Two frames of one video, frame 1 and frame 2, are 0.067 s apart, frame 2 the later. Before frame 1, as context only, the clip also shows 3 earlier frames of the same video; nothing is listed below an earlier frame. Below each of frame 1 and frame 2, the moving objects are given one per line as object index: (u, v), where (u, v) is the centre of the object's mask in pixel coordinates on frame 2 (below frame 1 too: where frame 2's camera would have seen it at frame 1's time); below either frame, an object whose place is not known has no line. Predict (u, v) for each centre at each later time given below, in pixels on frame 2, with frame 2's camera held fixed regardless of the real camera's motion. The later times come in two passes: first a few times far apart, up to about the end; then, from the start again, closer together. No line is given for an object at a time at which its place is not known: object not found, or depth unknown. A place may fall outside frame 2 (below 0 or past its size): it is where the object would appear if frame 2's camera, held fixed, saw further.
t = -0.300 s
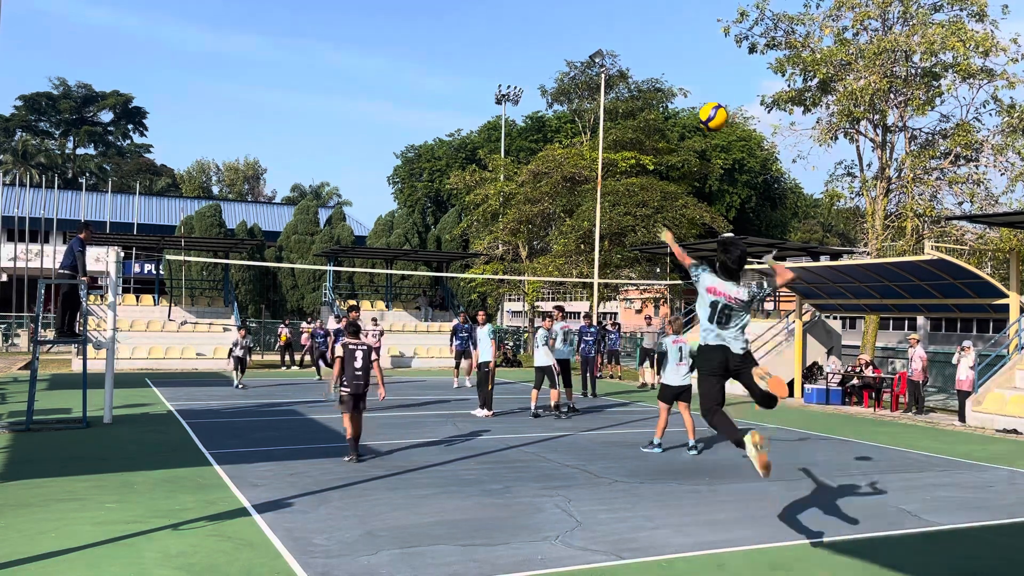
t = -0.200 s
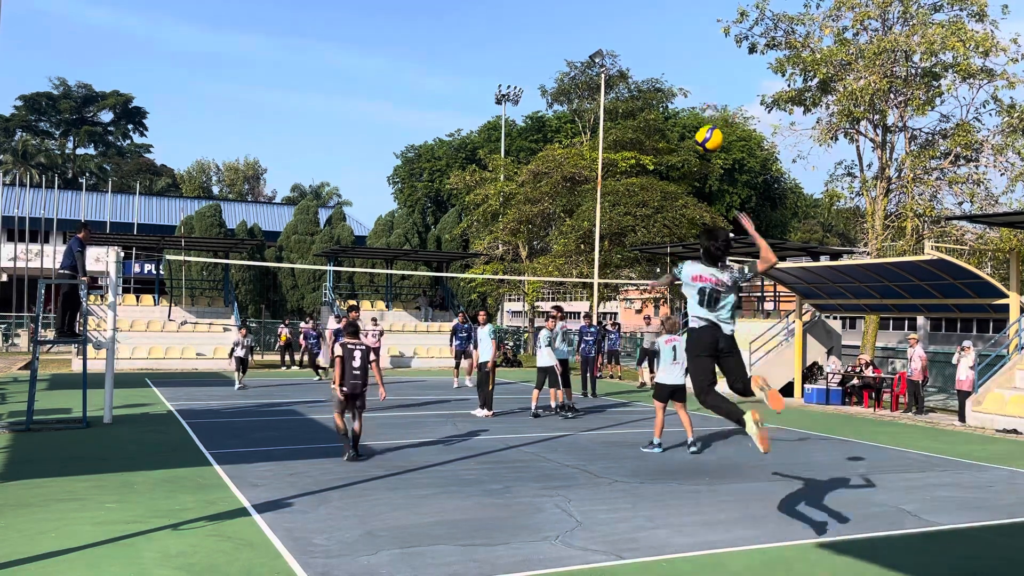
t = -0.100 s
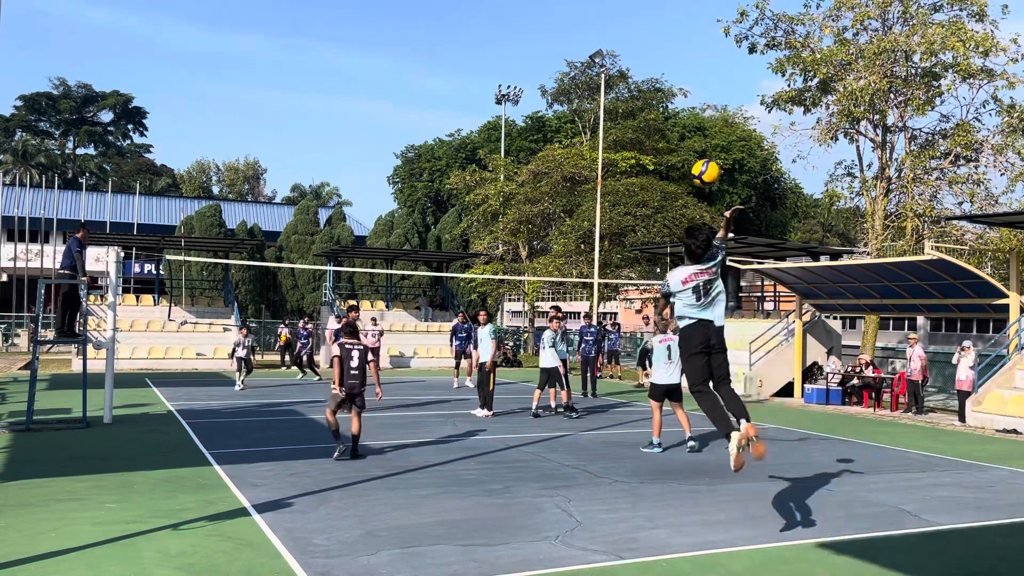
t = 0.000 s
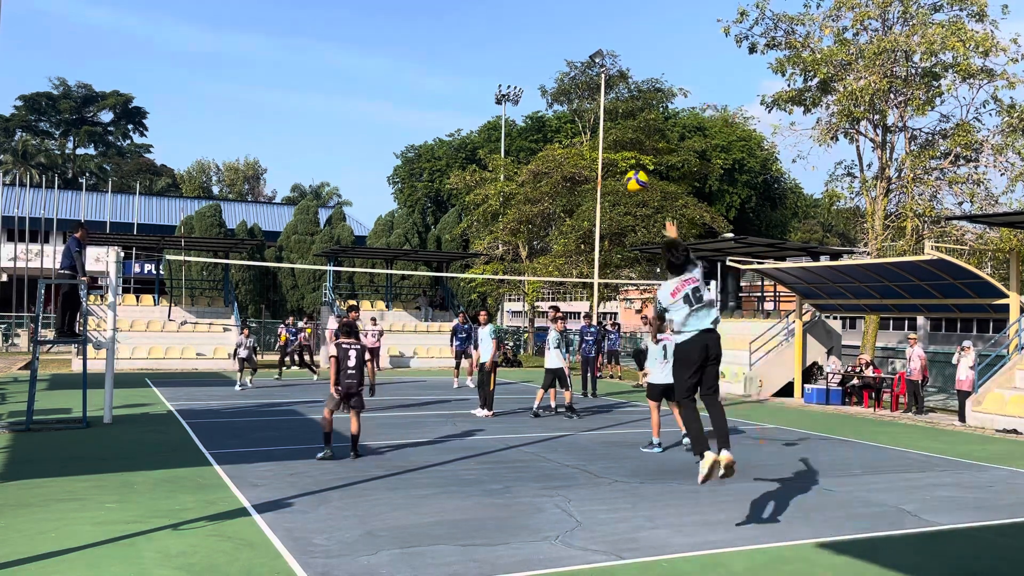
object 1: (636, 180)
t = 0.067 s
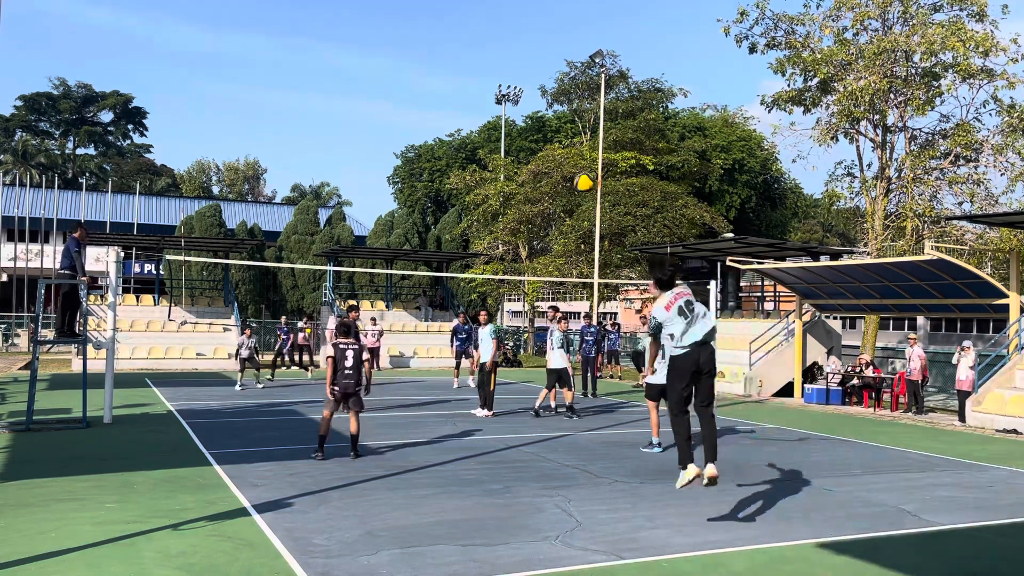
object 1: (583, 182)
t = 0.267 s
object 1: (480, 209)
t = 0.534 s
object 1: (398, 267)
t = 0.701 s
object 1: (363, 312)
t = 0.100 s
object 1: (563, 185)
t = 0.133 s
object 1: (543, 188)
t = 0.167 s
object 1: (525, 192)
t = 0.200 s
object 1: (509, 197)
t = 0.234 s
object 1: (494, 205)
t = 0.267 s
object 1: (480, 209)
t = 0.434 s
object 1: (425, 244)
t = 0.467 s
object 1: (416, 251)
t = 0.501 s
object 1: (407, 259)
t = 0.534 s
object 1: (398, 267)
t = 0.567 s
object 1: (390, 277)
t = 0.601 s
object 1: (382, 284)
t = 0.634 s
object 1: (375, 293)
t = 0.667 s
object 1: (369, 301)
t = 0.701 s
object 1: (363, 312)
